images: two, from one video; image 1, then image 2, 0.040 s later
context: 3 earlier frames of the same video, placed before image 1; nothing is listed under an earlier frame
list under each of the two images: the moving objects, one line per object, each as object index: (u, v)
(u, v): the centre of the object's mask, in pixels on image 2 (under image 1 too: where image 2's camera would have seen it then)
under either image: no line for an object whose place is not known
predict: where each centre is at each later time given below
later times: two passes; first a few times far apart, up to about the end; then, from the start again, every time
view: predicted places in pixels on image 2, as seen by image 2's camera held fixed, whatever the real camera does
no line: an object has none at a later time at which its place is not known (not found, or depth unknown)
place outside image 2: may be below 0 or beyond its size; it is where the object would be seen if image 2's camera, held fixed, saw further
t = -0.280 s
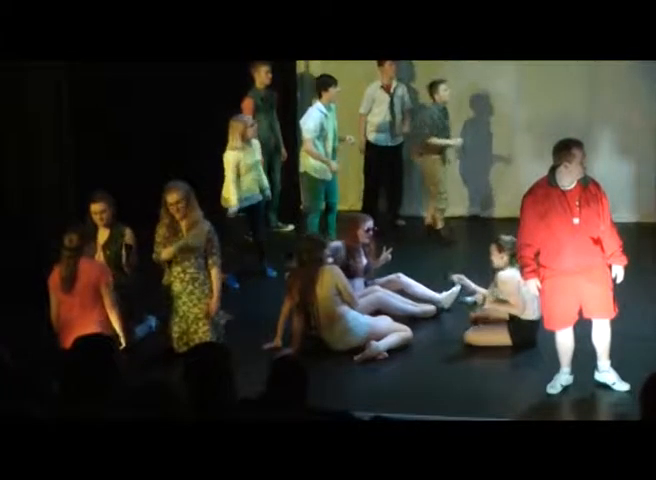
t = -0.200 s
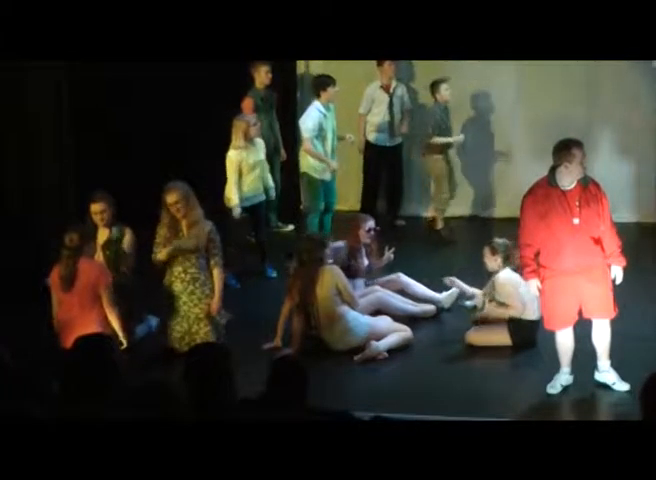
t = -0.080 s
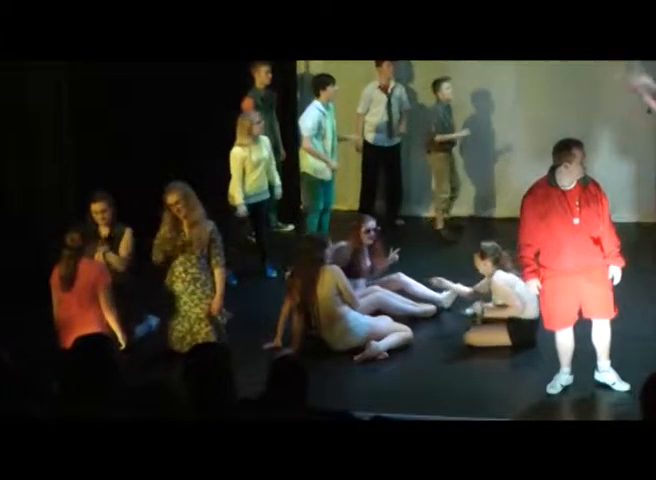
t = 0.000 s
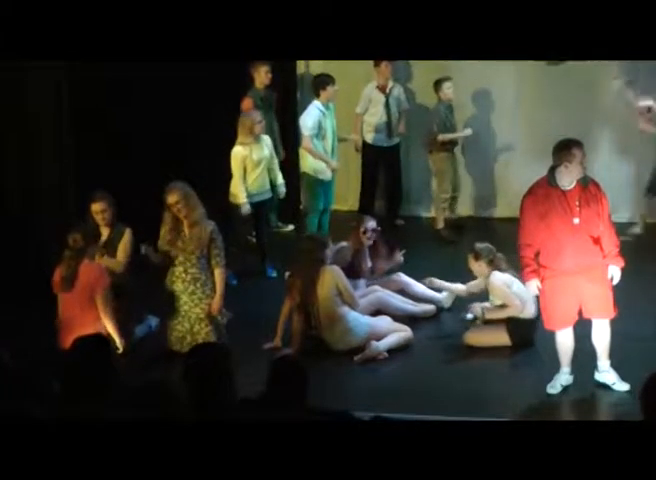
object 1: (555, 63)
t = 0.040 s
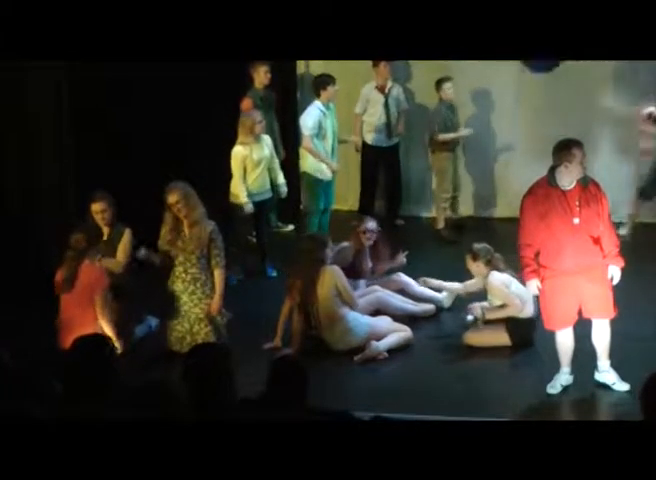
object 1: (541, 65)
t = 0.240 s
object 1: (487, 107)
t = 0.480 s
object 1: (432, 219)
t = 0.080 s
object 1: (530, 70)
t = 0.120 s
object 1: (519, 74)
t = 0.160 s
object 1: (508, 81)
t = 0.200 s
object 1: (497, 92)
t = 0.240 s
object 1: (487, 107)
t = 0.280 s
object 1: (476, 124)
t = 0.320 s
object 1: (468, 142)
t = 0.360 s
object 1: (459, 160)
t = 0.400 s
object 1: (448, 182)
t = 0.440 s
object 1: (442, 201)
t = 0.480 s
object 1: (432, 219)
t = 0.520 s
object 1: (424, 241)
